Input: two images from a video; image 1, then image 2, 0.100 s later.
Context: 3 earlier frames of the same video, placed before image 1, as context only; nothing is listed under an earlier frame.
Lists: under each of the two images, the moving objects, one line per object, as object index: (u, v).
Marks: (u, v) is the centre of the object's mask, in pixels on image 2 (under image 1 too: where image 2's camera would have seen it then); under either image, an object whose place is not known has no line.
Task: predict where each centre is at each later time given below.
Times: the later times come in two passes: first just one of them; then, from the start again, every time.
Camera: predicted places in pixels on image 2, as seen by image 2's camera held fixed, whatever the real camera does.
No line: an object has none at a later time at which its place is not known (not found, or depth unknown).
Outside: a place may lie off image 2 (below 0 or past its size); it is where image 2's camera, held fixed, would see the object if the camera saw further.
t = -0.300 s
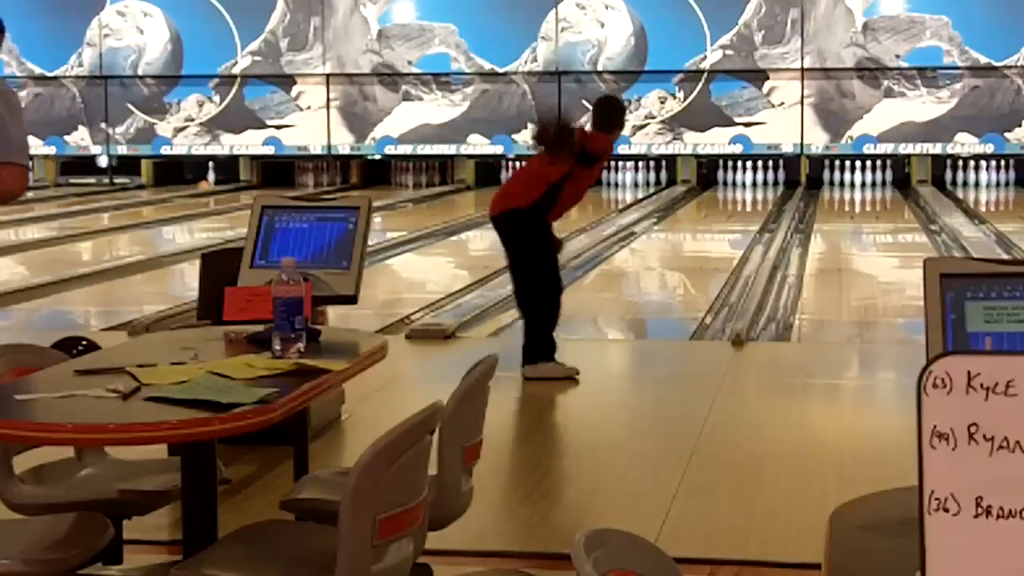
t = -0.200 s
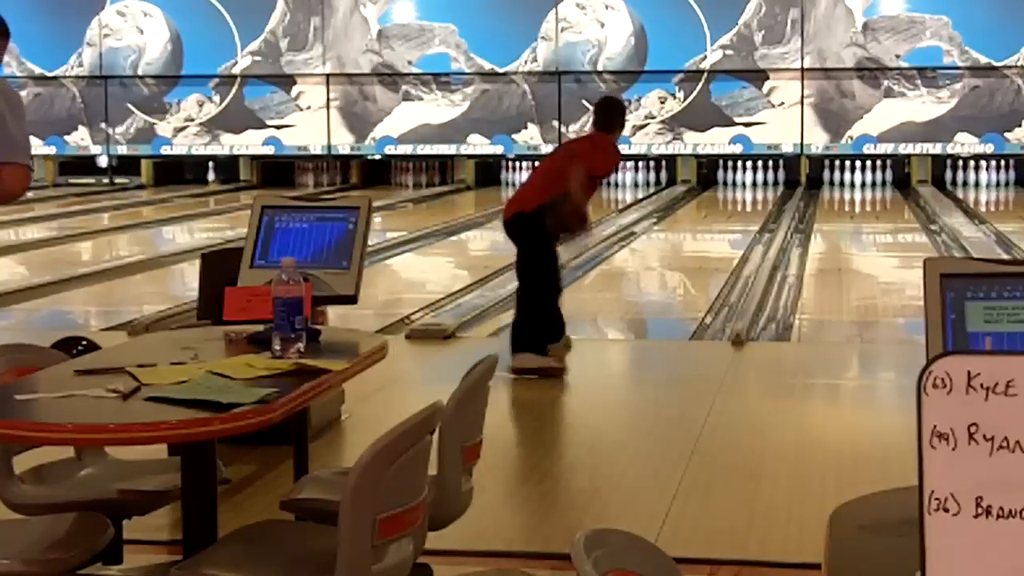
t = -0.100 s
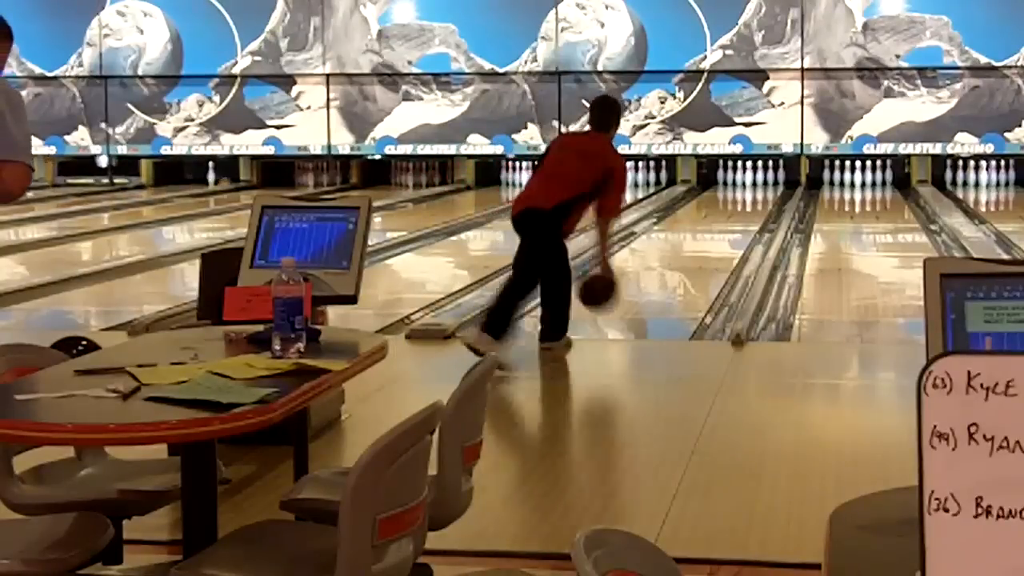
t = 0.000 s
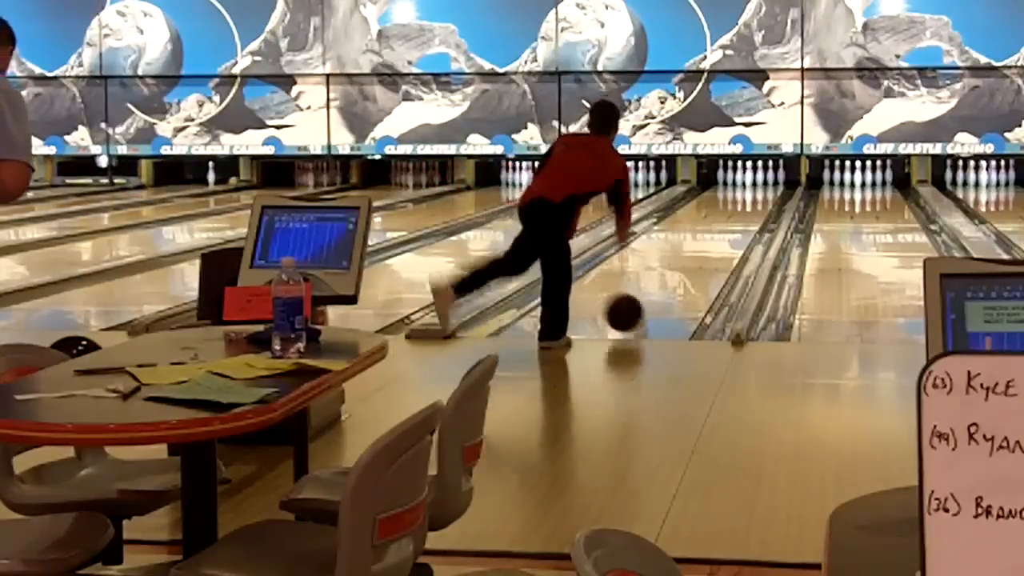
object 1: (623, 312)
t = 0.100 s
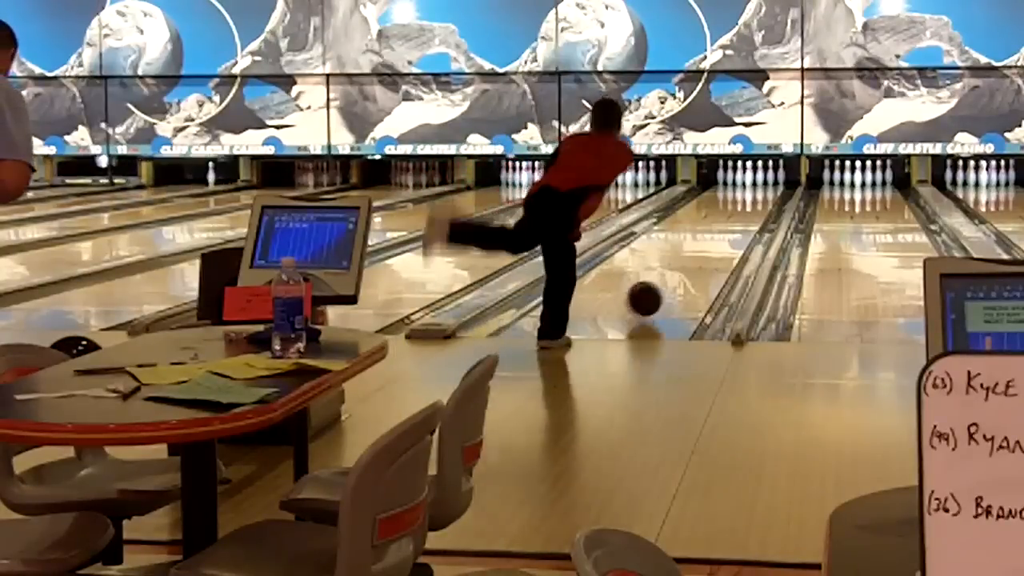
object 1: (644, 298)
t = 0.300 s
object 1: (677, 277)
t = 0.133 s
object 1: (650, 295)
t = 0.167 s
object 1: (656, 293)
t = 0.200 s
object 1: (662, 288)
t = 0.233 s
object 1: (667, 285)
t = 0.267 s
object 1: (672, 281)
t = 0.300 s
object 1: (677, 277)
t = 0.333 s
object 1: (682, 273)
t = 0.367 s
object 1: (686, 270)
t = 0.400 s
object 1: (691, 267)
